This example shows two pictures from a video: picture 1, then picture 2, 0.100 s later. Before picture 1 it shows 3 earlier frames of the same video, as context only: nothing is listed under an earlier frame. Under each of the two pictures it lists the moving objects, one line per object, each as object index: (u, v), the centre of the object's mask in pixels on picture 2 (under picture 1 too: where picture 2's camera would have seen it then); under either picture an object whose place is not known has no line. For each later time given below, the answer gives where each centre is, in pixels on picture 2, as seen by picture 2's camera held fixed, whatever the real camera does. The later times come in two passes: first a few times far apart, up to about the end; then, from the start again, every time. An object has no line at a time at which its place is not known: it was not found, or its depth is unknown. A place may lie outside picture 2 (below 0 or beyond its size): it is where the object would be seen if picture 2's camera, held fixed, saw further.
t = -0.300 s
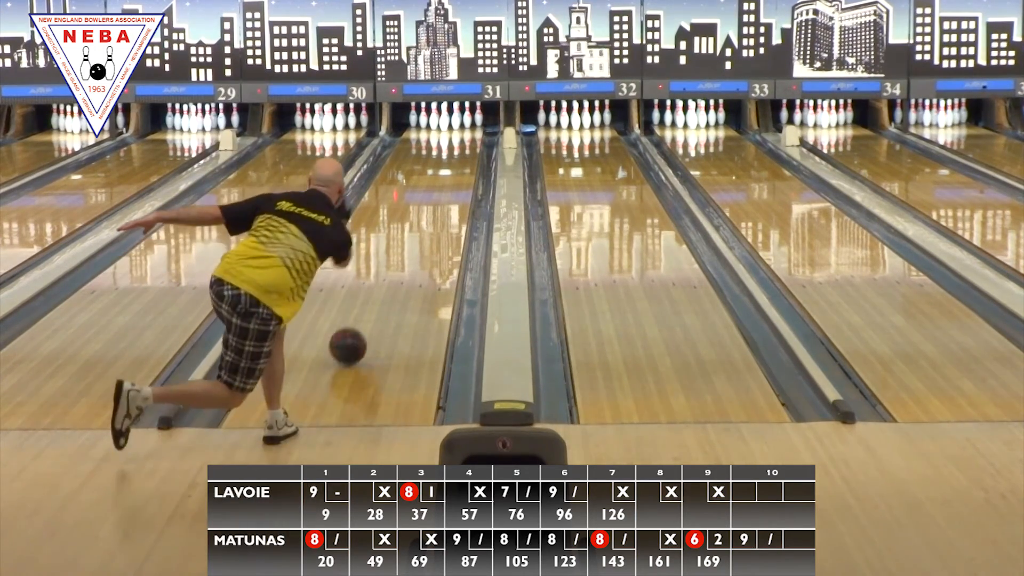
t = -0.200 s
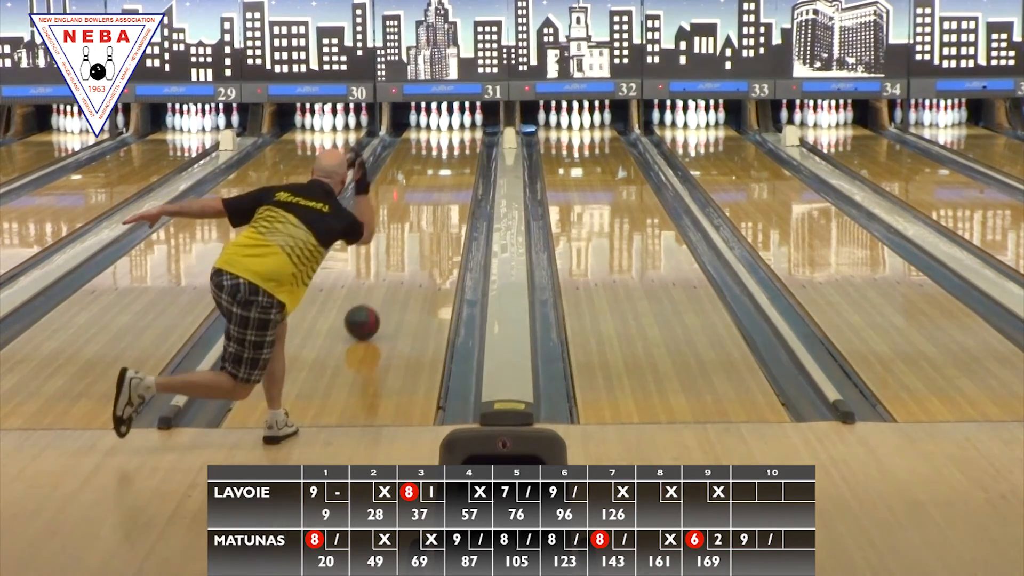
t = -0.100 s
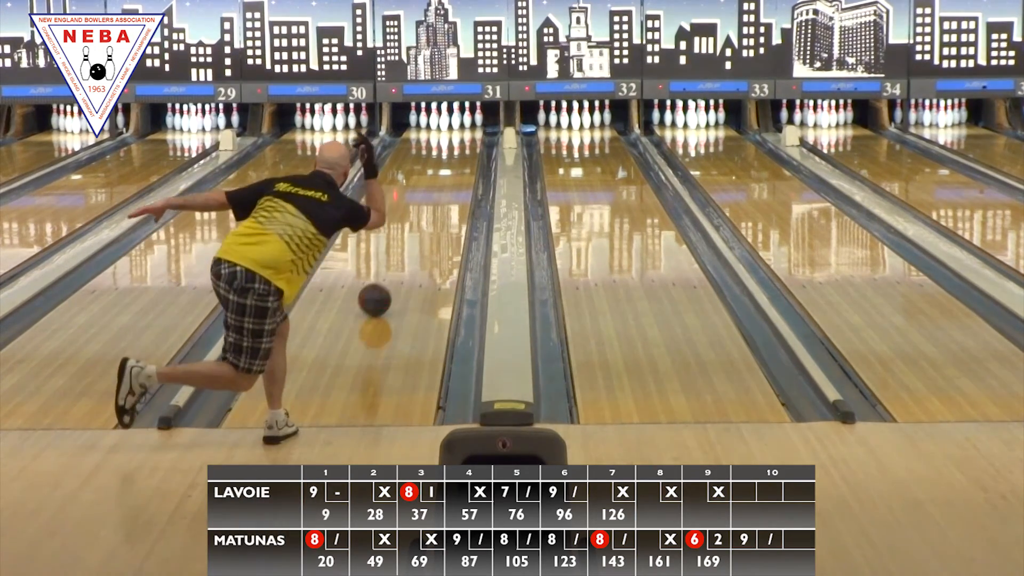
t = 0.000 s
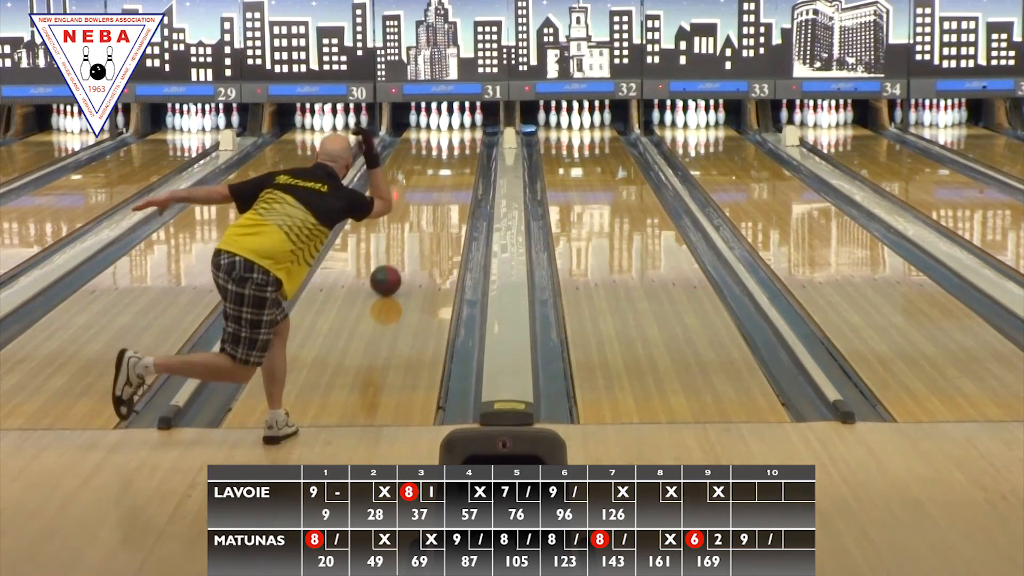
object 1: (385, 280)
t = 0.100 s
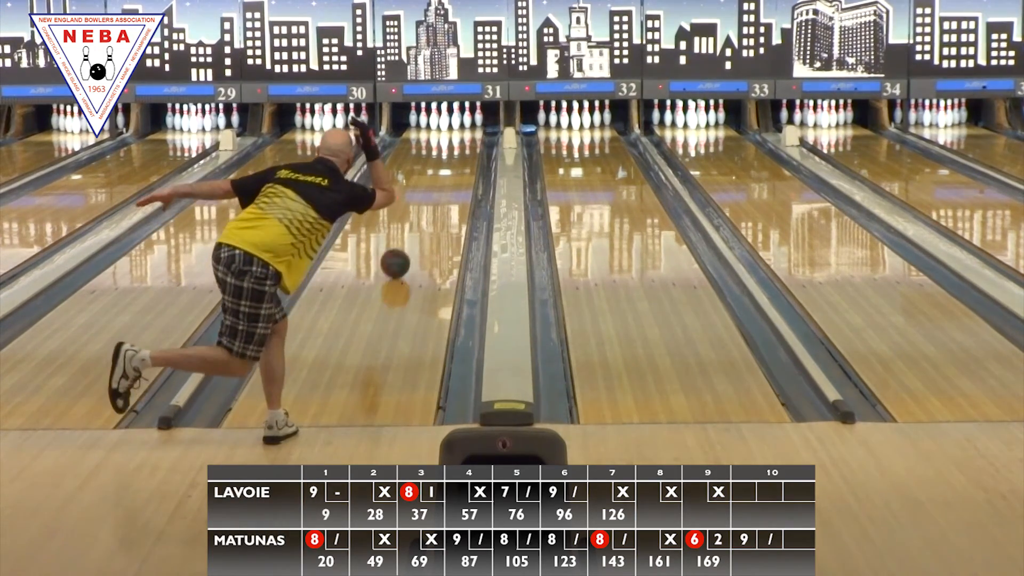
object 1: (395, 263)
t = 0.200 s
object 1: (404, 248)
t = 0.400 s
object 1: (418, 222)
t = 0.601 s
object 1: (429, 200)
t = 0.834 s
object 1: (440, 180)
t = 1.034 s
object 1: (446, 165)
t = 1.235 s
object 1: (451, 152)
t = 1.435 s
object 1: (454, 141)
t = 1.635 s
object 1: (454, 131)
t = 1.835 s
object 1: (453, 123)
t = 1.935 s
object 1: (457, 121)
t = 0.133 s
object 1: (398, 258)
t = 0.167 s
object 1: (401, 253)
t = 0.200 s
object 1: (404, 248)
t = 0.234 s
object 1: (406, 244)
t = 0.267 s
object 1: (409, 239)
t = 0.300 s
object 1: (411, 235)
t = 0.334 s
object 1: (414, 230)
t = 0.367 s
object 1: (416, 226)
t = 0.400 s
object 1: (418, 222)
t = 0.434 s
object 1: (420, 218)
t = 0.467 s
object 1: (422, 214)
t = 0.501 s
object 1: (424, 211)
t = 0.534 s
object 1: (426, 207)
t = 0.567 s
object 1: (428, 204)
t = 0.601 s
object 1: (429, 200)
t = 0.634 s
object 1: (431, 197)
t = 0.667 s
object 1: (433, 194)
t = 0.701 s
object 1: (434, 191)
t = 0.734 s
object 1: (435, 188)
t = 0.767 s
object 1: (437, 185)
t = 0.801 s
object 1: (438, 182)
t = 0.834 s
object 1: (440, 180)
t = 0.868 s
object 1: (441, 177)
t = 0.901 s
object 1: (442, 174)
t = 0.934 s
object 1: (444, 172)
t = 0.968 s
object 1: (444, 169)
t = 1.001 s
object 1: (445, 167)
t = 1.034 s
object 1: (446, 165)
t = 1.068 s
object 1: (447, 162)
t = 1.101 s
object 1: (448, 160)
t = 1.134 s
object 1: (449, 158)
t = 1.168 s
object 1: (450, 156)
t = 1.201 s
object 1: (450, 154)
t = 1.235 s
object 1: (451, 152)
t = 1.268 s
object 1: (452, 150)
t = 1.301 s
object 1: (452, 148)
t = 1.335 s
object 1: (453, 146)
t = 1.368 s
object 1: (453, 144)
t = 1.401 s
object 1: (454, 143)
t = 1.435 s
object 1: (454, 141)
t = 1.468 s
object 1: (454, 139)
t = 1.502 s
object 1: (454, 137)
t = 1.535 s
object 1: (454, 136)
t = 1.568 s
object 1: (454, 134)
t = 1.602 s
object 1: (454, 133)
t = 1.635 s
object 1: (454, 131)
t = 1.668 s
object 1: (454, 130)
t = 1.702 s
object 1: (454, 129)
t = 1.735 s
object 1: (453, 127)
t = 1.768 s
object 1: (453, 126)
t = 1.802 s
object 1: (452, 124)
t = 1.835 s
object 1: (453, 123)
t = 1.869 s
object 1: (455, 122)
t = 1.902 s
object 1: (456, 121)
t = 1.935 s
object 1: (457, 121)
